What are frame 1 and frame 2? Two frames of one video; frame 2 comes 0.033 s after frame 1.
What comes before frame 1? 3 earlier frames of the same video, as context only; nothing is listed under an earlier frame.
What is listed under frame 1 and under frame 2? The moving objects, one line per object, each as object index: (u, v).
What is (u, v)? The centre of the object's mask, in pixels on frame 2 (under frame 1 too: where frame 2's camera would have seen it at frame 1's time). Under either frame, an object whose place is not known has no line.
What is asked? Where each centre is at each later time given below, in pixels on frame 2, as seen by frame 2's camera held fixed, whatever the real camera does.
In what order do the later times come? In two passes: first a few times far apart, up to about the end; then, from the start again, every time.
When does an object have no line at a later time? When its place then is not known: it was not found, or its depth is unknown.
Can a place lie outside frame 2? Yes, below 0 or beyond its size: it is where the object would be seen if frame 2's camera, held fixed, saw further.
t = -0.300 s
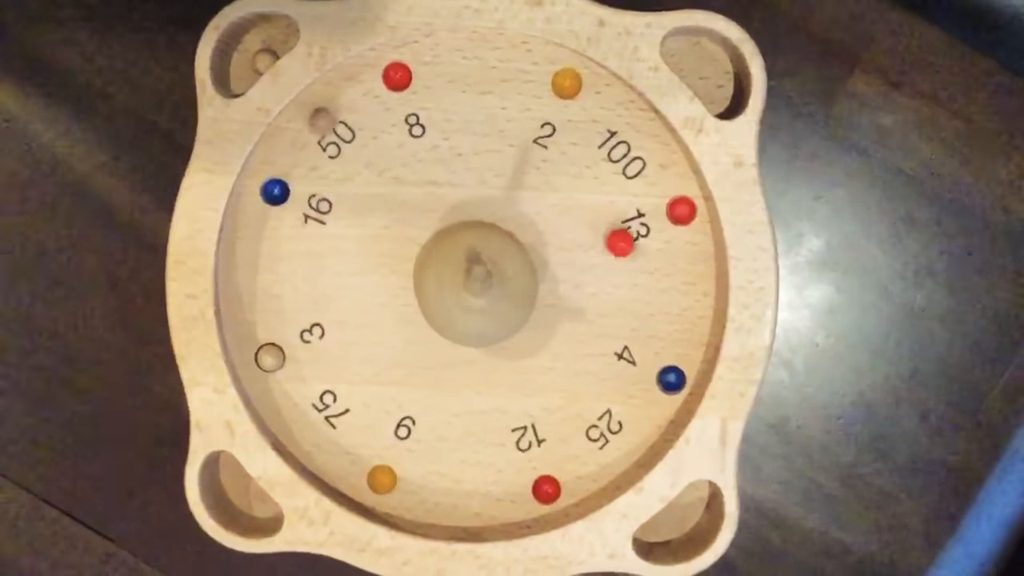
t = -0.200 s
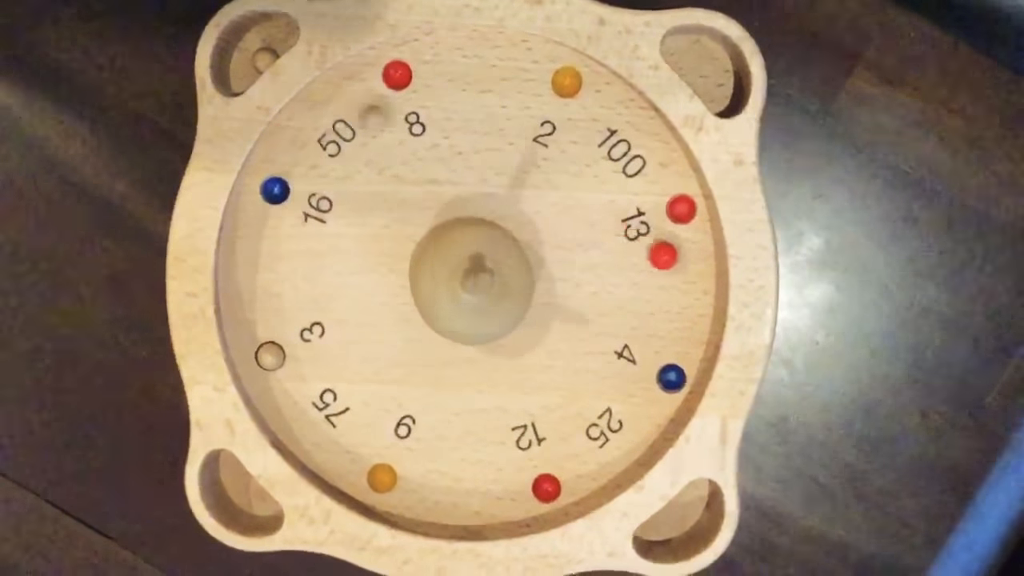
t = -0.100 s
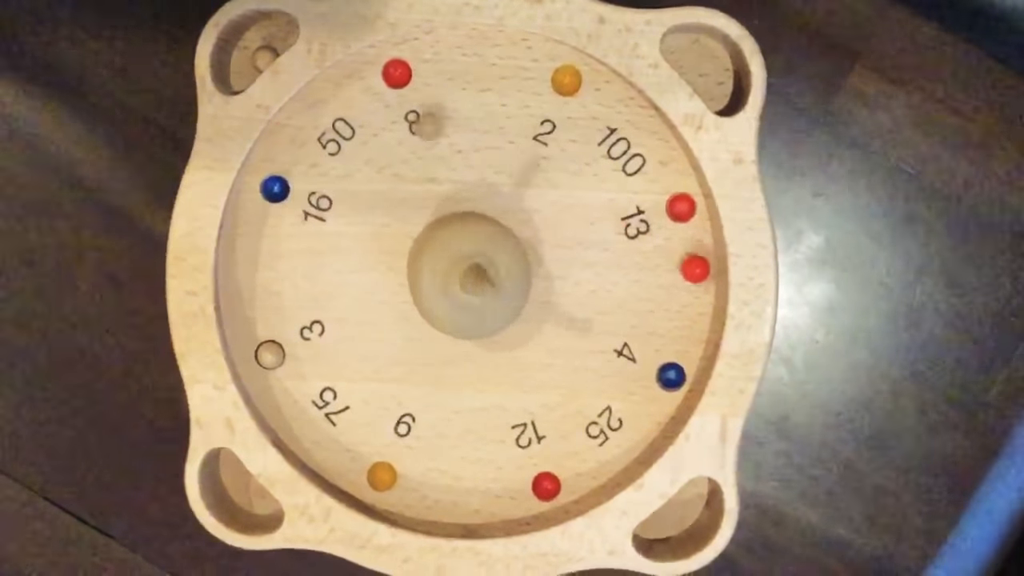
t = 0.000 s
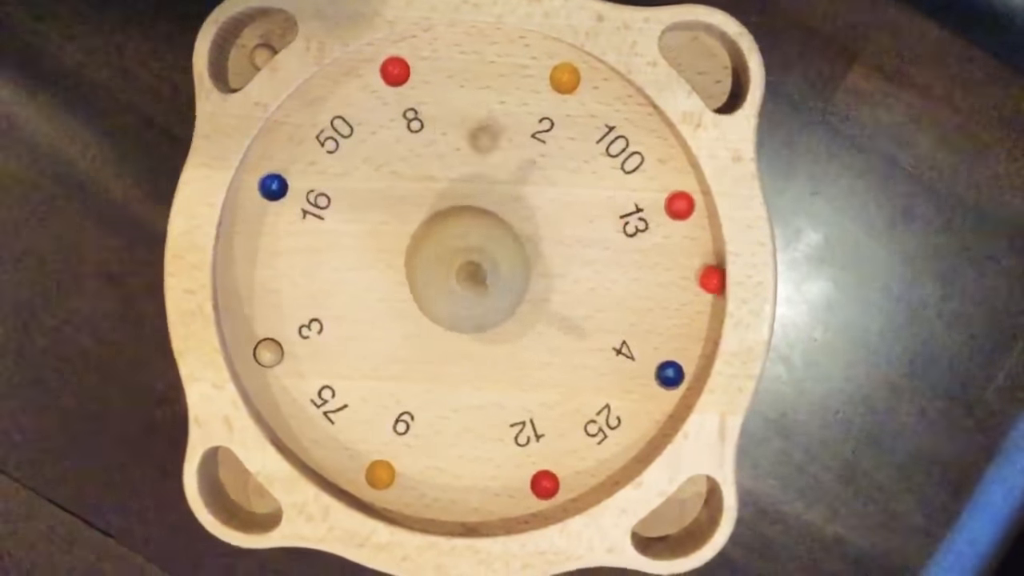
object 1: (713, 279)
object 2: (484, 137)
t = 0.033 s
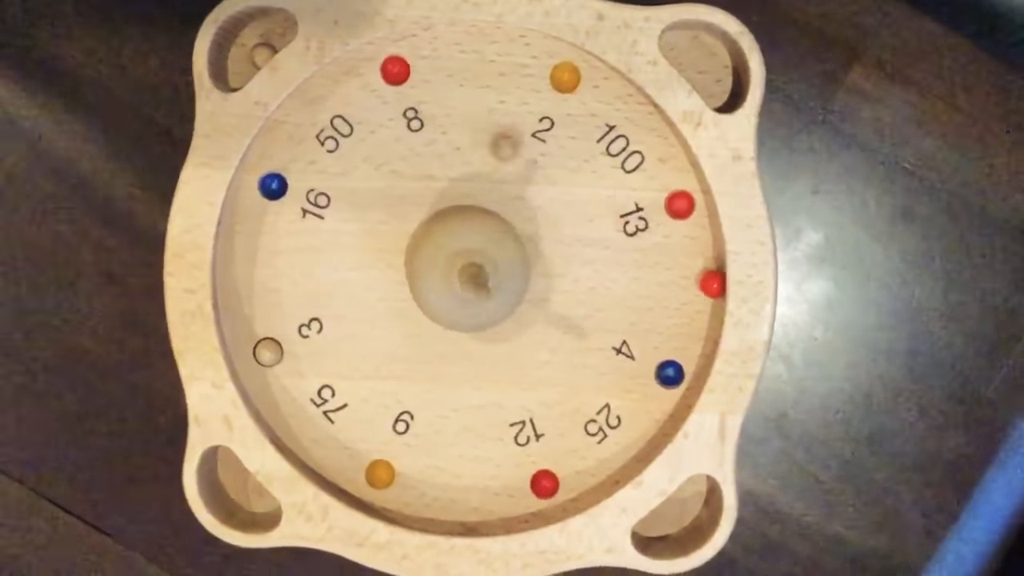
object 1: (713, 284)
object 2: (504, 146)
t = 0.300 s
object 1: (668, 321)
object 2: (632, 230)
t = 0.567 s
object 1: (554, 345)
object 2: (700, 334)
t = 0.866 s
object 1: (401, 333)
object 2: (630, 393)
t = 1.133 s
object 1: (309, 294)
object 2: (503, 383)
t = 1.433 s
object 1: (297, 242)
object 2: (361, 325)
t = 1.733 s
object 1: (385, 228)
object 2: (282, 252)
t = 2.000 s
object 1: (491, 165)
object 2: (294, 203)
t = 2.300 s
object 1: (594, 100)
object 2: (382, 188)
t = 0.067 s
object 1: (712, 289)
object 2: (526, 157)
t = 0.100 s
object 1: (711, 292)
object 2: (539, 164)
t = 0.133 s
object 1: (706, 298)
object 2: (558, 175)
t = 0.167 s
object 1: (700, 303)
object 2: (576, 186)
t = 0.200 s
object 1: (694, 307)
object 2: (590, 195)
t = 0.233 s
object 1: (685, 312)
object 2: (606, 208)
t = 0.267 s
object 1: (676, 317)
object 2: (621, 221)
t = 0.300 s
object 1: (668, 321)
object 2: (632, 230)
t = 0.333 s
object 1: (656, 325)
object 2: (646, 245)
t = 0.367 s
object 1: (643, 329)
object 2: (660, 258)
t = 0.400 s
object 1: (633, 332)
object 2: (667, 270)
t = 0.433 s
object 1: (618, 337)
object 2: (676, 283)
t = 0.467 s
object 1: (602, 340)
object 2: (685, 298)
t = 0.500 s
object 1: (590, 341)
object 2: (689, 307)
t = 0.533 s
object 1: (573, 344)
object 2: (694, 321)
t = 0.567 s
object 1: (554, 345)
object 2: (700, 334)
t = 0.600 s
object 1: (542, 346)
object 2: (699, 343)
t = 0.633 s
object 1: (522, 346)
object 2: (698, 354)
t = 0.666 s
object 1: (503, 347)
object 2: (695, 365)
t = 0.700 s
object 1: (490, 348)
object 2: (690, 372)
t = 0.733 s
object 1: (469, 349)
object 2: (684, 382)
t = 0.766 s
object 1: (449, 345)
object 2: (671, 389)
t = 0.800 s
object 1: (436, 342)
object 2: (659, 390)
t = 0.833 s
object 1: (419, 338)
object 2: (646, 391)
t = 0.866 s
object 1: (401, 333)
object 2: (630, 393)
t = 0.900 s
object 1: (389, 330)
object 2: (620, 394)
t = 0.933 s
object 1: (373, 325)
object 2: (603, 394)
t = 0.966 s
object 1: (358, 319)
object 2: (586, 394)
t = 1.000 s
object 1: (349, 316)
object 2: (573, 393)
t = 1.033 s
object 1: (336, 310)
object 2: (555, 392)
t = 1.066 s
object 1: (325, 304)
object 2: (536, 389)
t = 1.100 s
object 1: (318, 300)
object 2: (523, 387)
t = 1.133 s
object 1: (309, 294)
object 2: (503, 383)
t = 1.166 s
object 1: (301, 288)
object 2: (483, 377)
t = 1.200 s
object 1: (296, 284)
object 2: (471, 374)
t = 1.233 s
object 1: (291, 277)
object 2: (451, 368)
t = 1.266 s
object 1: (288, 270)
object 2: (432, 361)
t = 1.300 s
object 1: (287, 265)
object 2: (421, 356)
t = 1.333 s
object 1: (287, 258)
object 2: (403, 348)
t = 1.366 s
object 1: (290, 251)
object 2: (386, 340)
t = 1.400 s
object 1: (292, 247)
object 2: (376, 334)
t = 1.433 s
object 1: (297, 242)
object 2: (361, 325)
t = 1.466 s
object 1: (305, 237)
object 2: (346, 315)
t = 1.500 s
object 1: (310, 235)
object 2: (337, 310)
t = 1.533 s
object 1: (319, 231)
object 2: (325, 300)
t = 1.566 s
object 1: (329, 229)
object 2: (315, 291)
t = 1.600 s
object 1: (337, 228)
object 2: (307, 284)
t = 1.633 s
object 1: (349, 227)
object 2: (299, 276)
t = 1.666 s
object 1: (362, 227)
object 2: (291, 267)
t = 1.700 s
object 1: (371, 227)
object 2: (287, 261)
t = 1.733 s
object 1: (385, 228)
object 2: (282, 252)
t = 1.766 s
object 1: (400, 229)
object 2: (279, 244)
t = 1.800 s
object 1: (410, 230)
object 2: (278, 239)
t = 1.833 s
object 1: (422, 228)
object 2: (278, 231)
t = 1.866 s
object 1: (438, 212)
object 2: (279, 224)
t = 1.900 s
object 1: (450, 204)
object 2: (280, 219)
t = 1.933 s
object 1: (466, 188)
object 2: (284, 212)
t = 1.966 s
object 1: (481, 174)
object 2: (290, 209)
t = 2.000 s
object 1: (491, 165)
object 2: (294, 203)
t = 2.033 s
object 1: (507, 153)
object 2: (301, 200)
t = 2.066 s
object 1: (522, 142)
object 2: (307, 197)
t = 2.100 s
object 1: (531, 135)
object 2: (315, 194)
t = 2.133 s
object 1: (544, 126)
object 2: (324, 192)
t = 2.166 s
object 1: (557, 118)
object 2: (338, 188)
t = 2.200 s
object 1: (565, 113)
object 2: (345, 188)
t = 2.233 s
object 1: (577, 108)
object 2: (358, 188)
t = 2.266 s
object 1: (587, 103)
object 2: (372, 188)
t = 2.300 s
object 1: (594, 100)
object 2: (382, 188)
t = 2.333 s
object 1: (603, 98)
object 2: (397, 189)
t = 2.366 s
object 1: (612, 96)
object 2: (415, 190)
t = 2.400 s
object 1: (616, 96)
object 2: (424, 192)
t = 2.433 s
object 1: (623, 97)
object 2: (439, 198)
